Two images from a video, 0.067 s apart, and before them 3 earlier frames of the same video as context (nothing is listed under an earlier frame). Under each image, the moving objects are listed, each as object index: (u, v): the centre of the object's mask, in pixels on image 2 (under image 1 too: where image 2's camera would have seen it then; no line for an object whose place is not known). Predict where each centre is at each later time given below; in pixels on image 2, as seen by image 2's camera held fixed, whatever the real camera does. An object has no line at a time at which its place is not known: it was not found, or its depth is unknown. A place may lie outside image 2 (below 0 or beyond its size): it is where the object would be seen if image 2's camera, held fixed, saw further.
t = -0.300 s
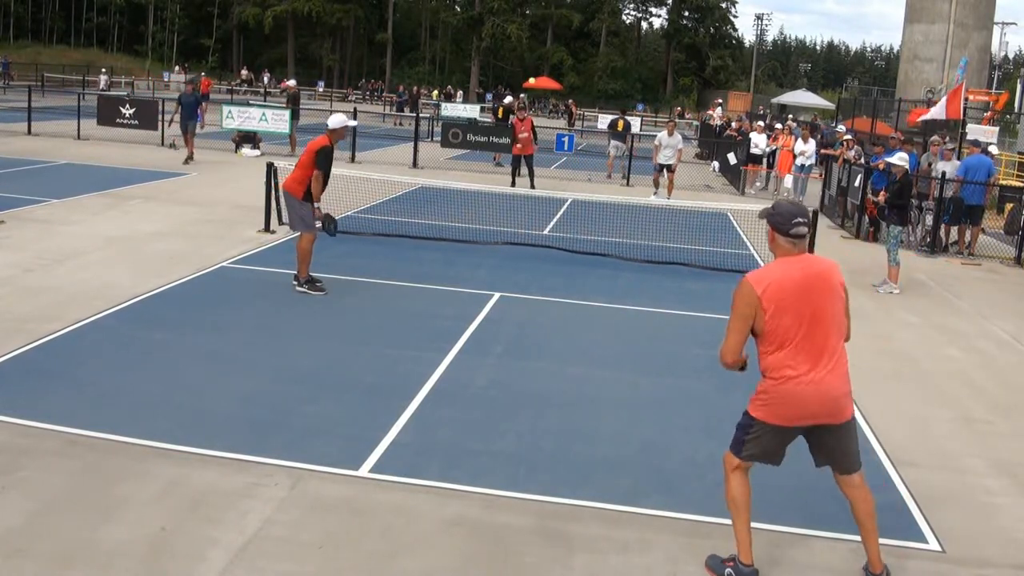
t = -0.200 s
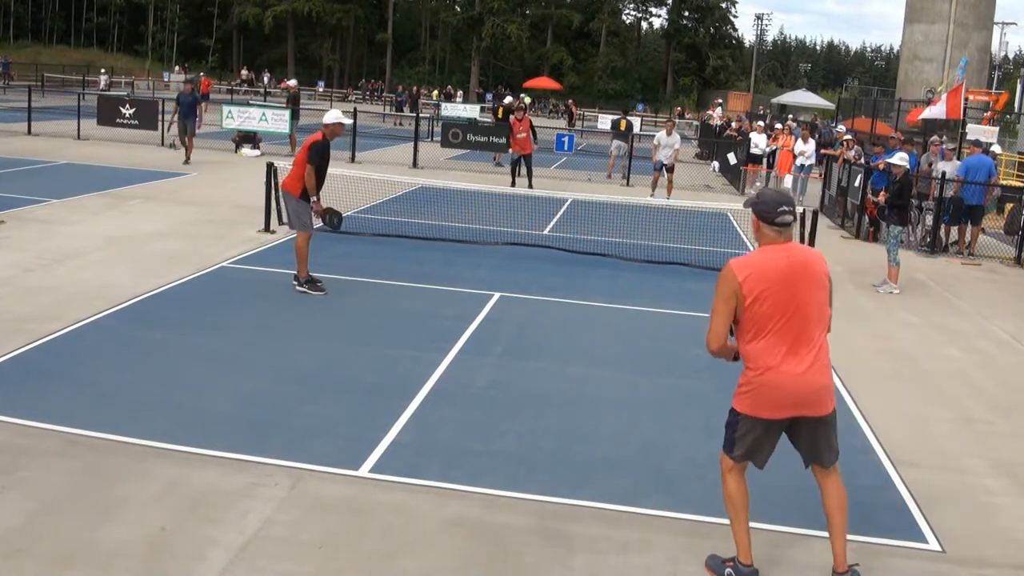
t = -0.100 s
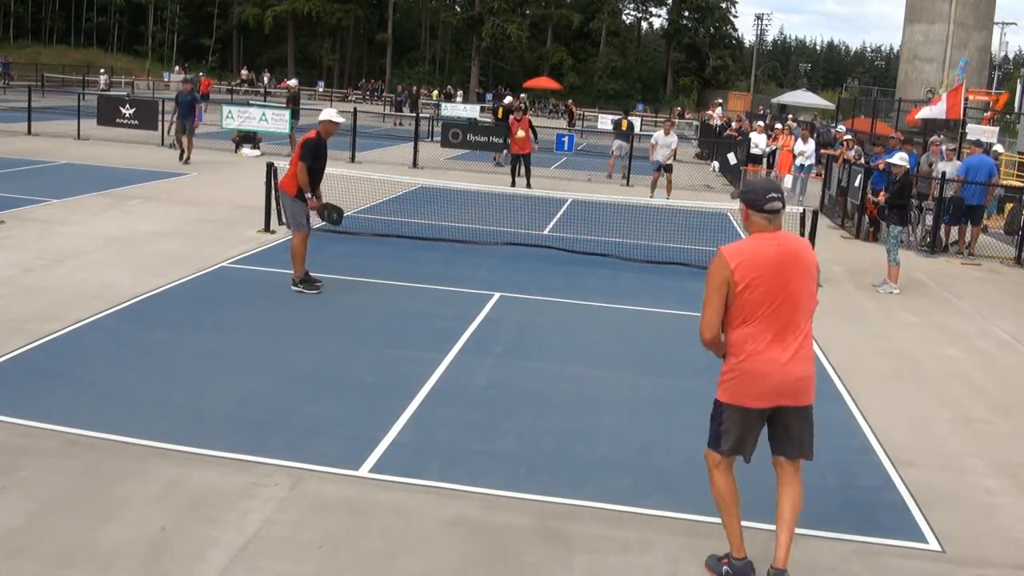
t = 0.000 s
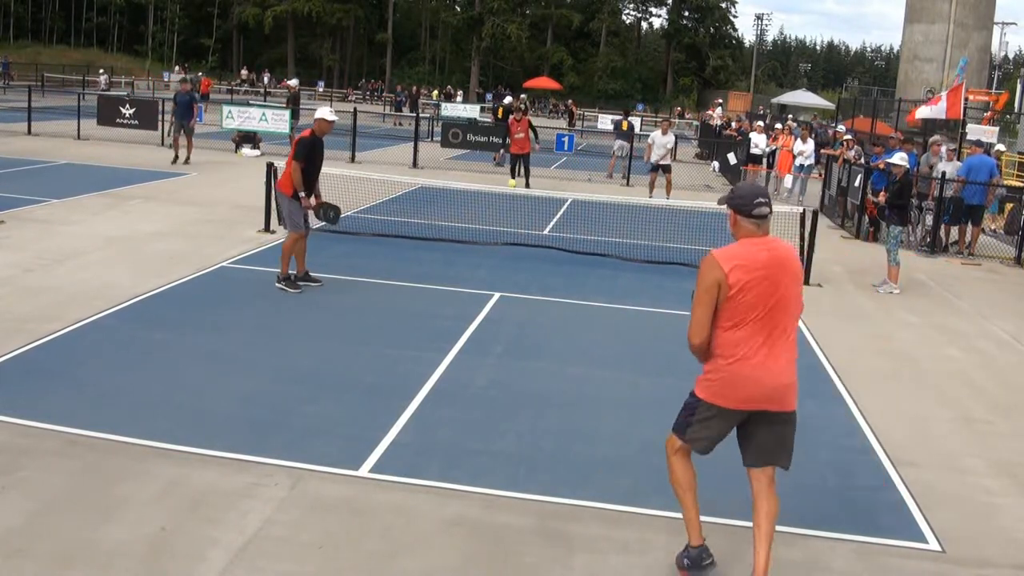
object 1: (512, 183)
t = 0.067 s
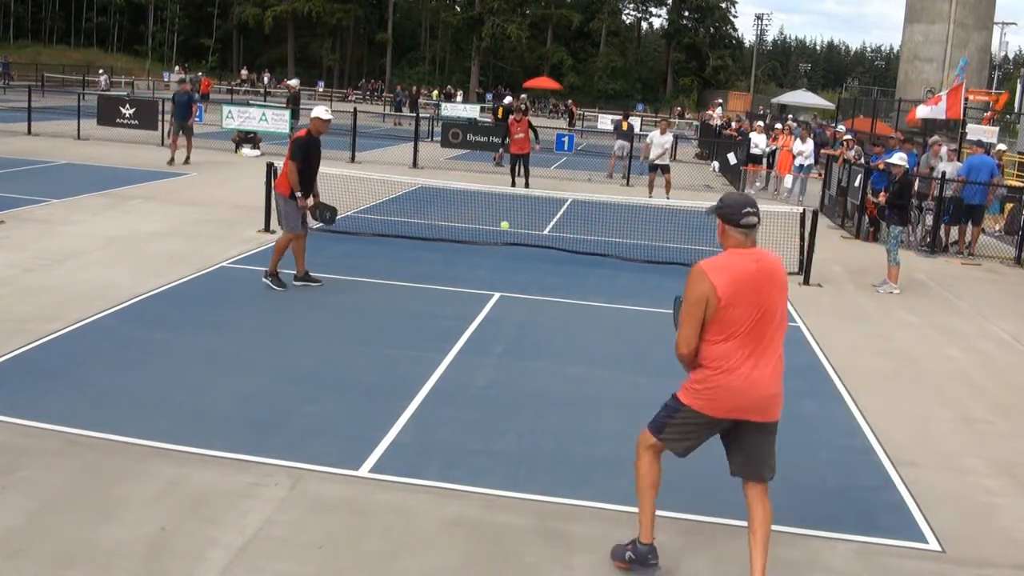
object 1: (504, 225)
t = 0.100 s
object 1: (500, 250)
